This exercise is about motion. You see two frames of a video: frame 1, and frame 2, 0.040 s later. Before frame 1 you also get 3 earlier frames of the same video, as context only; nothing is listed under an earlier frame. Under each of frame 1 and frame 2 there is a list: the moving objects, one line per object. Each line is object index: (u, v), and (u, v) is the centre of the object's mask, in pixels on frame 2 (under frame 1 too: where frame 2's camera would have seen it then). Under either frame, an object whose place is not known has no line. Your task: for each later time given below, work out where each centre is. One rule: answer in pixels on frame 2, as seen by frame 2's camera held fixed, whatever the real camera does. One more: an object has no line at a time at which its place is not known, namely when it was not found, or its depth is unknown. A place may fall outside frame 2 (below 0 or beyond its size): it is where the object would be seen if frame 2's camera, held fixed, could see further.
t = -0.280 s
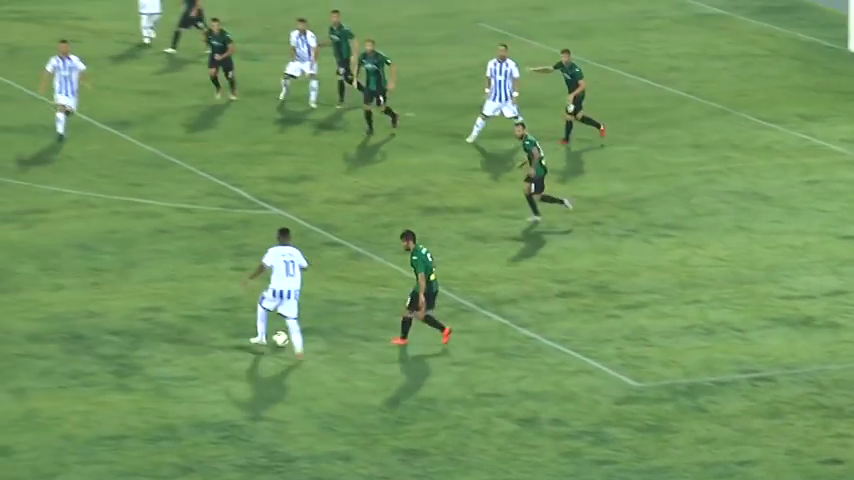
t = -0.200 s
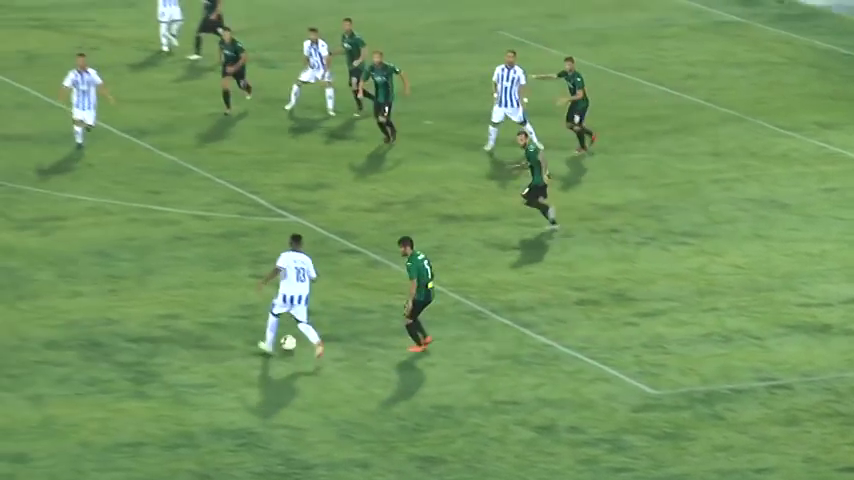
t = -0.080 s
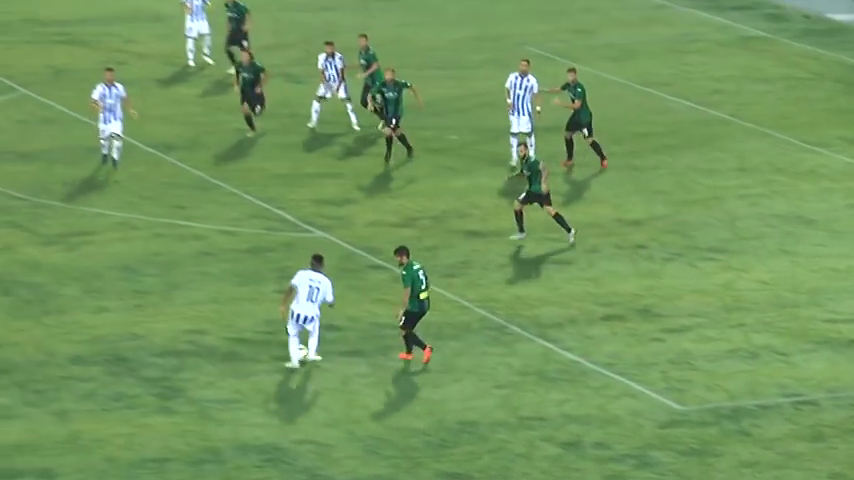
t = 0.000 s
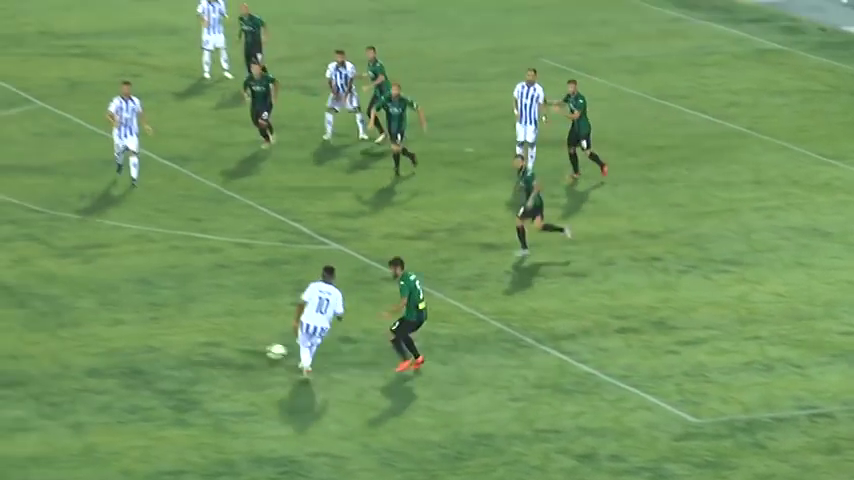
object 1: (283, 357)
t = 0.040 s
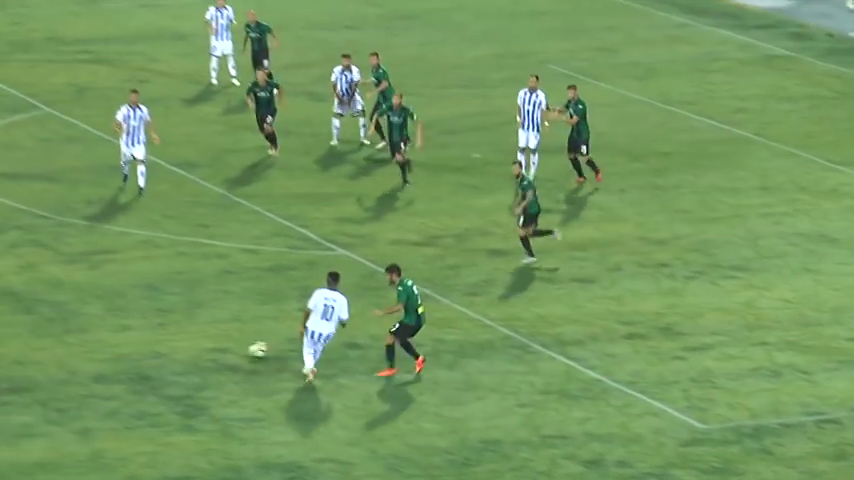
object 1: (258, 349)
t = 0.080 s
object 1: (234, 342)
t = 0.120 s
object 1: (211, 334)
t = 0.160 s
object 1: (190, 326)
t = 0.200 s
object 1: (168, 320)
